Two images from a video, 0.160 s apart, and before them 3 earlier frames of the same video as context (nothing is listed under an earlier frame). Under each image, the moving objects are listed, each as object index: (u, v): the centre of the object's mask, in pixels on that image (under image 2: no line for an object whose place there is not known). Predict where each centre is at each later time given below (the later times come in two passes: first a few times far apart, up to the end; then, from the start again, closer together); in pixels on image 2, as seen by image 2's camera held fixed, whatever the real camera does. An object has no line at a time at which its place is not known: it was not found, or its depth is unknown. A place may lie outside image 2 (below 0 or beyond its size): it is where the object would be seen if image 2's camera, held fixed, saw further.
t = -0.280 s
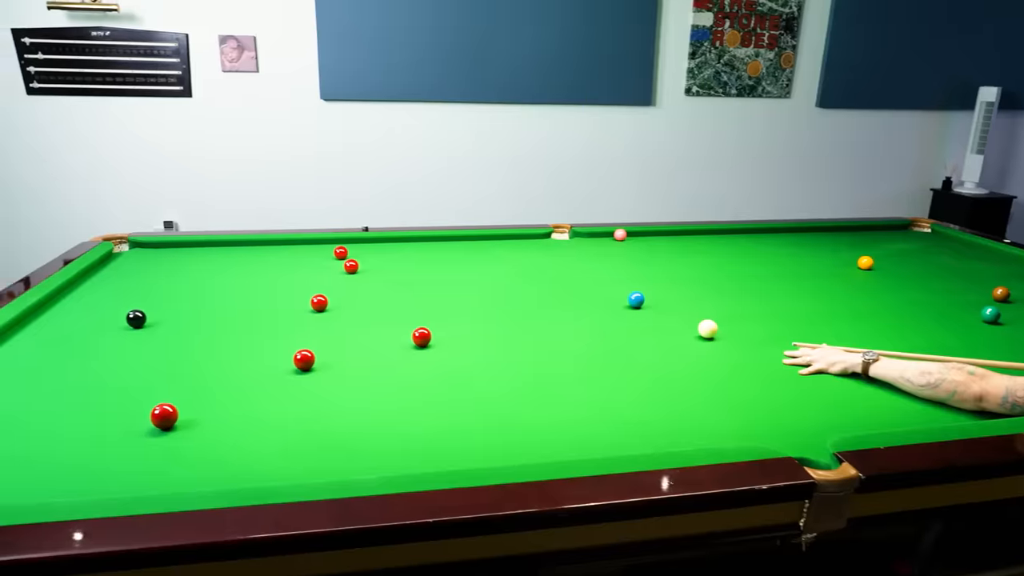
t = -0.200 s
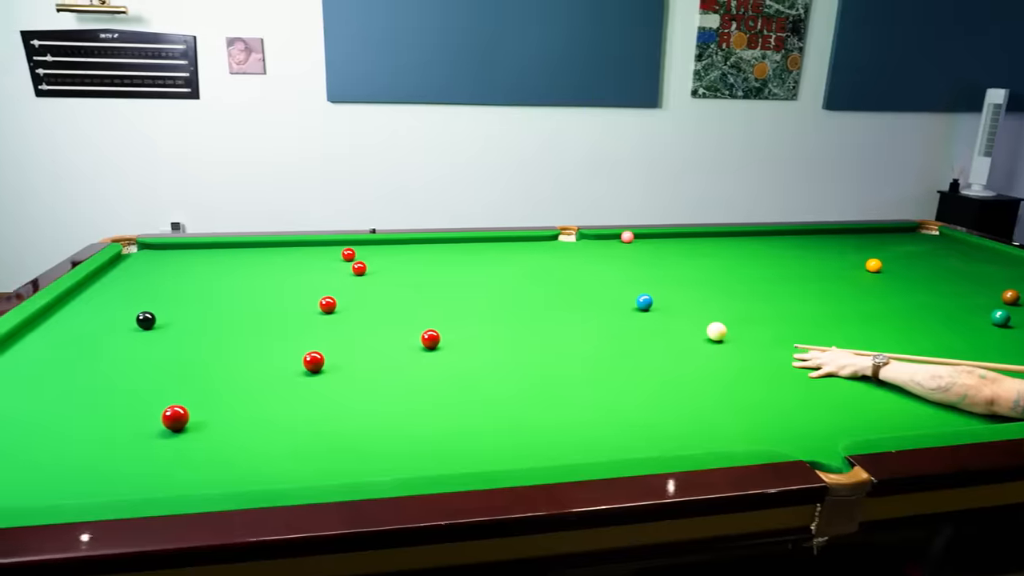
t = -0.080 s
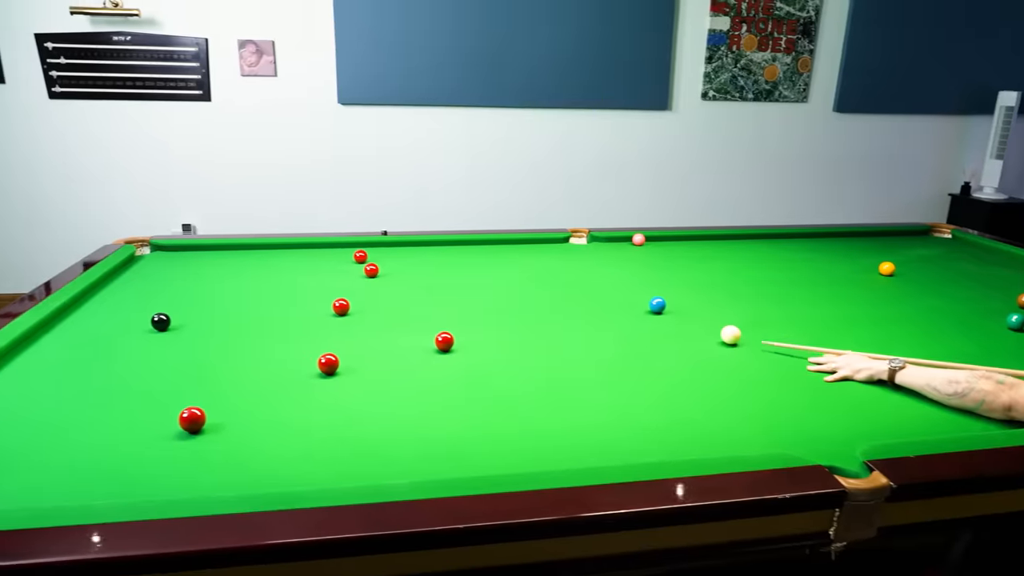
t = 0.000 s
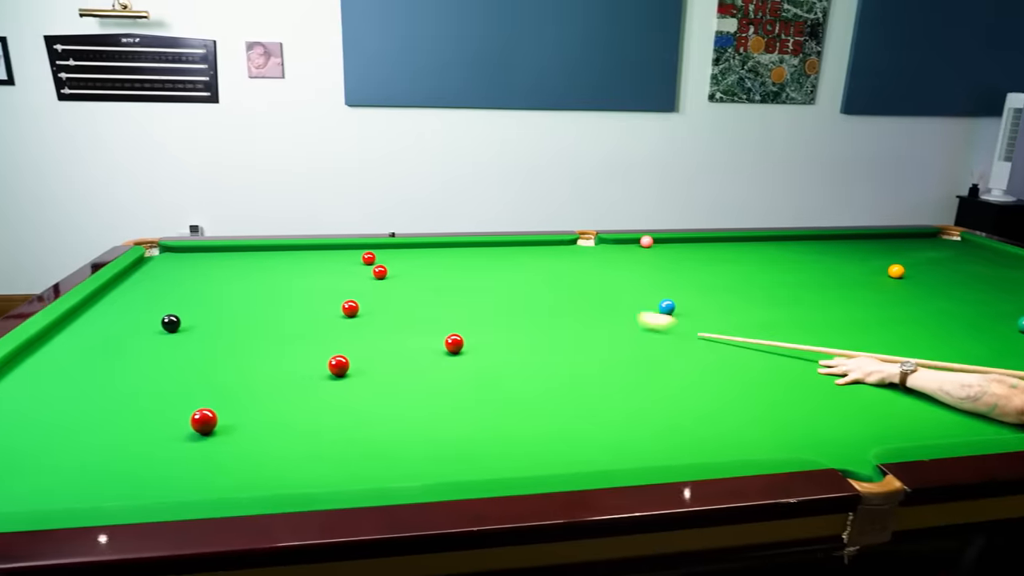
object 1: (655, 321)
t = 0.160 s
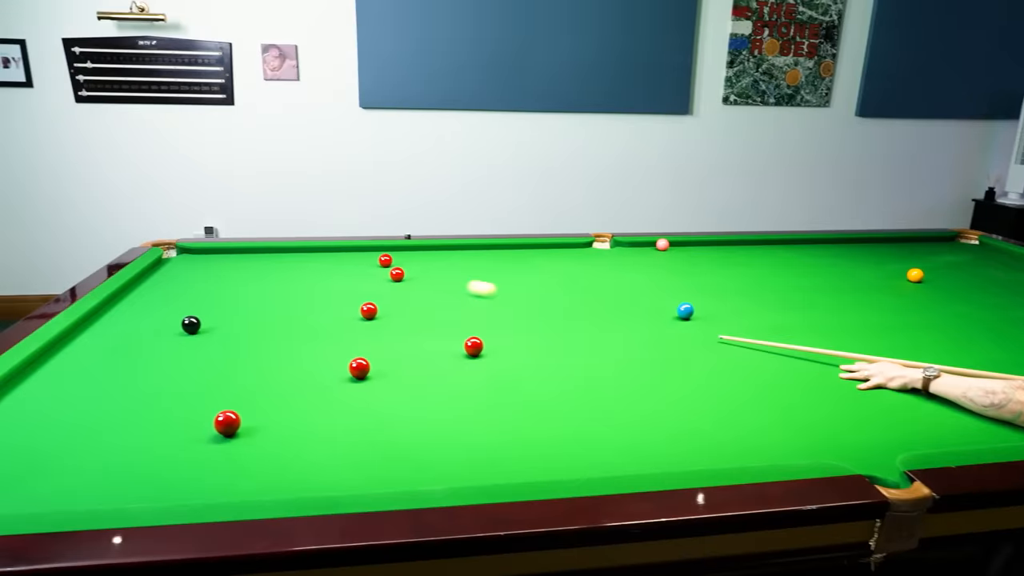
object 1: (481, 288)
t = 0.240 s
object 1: (412, 275)
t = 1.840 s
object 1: (524, 254)
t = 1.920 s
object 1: (529, 254)
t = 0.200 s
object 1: (443, 281)
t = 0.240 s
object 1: (412, 275)
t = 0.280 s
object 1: (414, 272)
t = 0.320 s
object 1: (417, 270)
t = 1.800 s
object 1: (521, 253)
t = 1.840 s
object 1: (524, 254)
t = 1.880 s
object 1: (526, 254)
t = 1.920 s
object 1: (529, 254)
